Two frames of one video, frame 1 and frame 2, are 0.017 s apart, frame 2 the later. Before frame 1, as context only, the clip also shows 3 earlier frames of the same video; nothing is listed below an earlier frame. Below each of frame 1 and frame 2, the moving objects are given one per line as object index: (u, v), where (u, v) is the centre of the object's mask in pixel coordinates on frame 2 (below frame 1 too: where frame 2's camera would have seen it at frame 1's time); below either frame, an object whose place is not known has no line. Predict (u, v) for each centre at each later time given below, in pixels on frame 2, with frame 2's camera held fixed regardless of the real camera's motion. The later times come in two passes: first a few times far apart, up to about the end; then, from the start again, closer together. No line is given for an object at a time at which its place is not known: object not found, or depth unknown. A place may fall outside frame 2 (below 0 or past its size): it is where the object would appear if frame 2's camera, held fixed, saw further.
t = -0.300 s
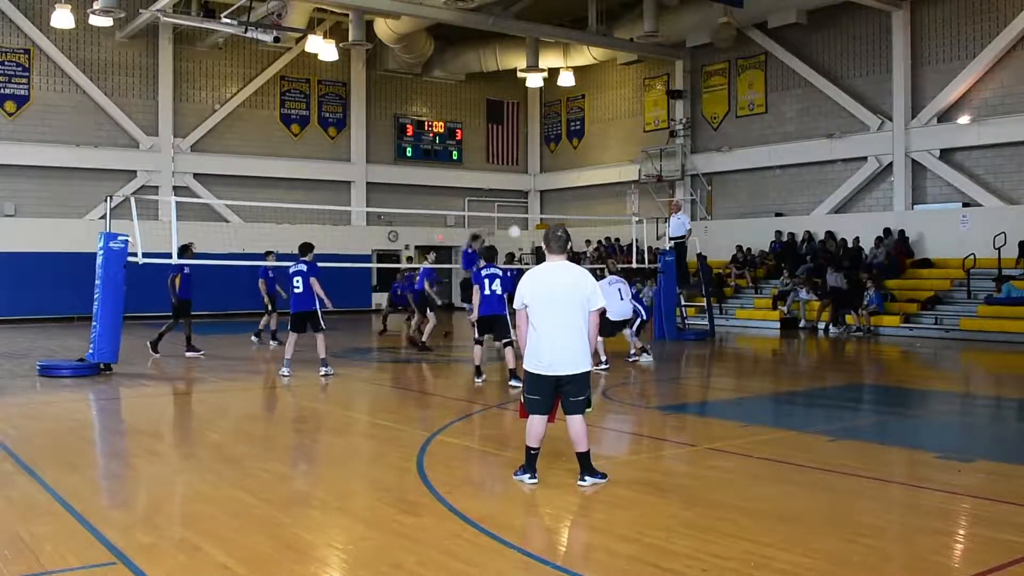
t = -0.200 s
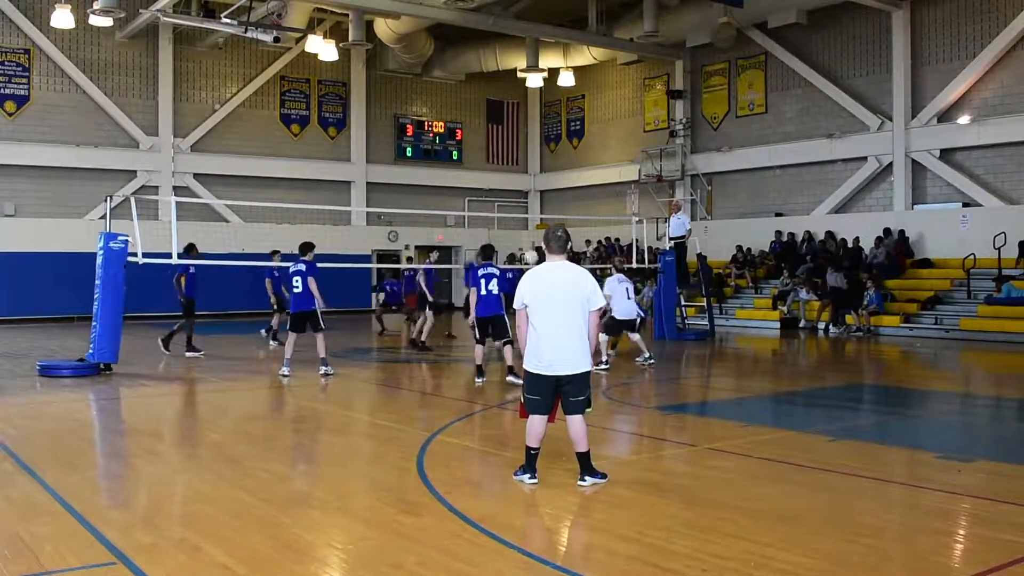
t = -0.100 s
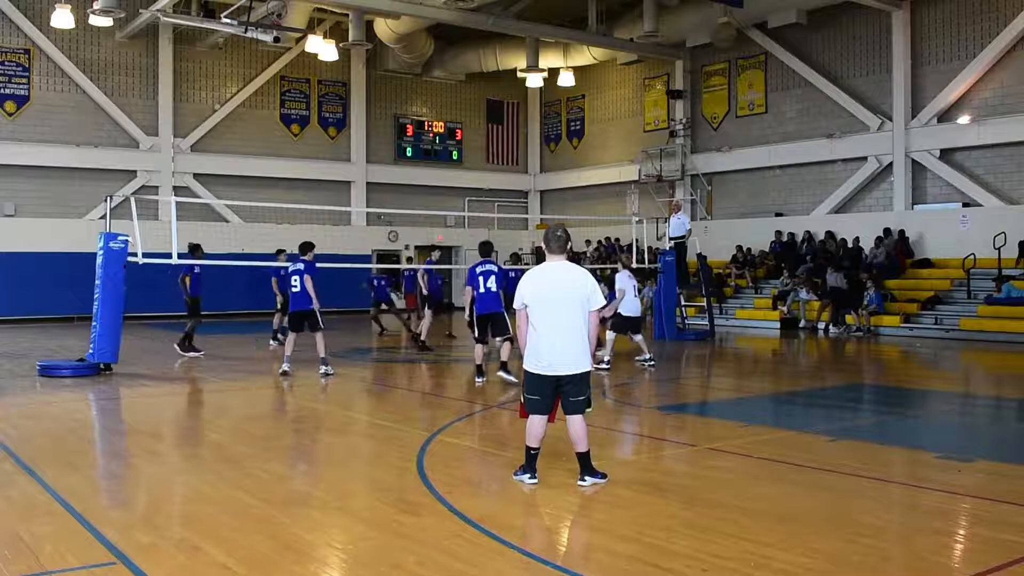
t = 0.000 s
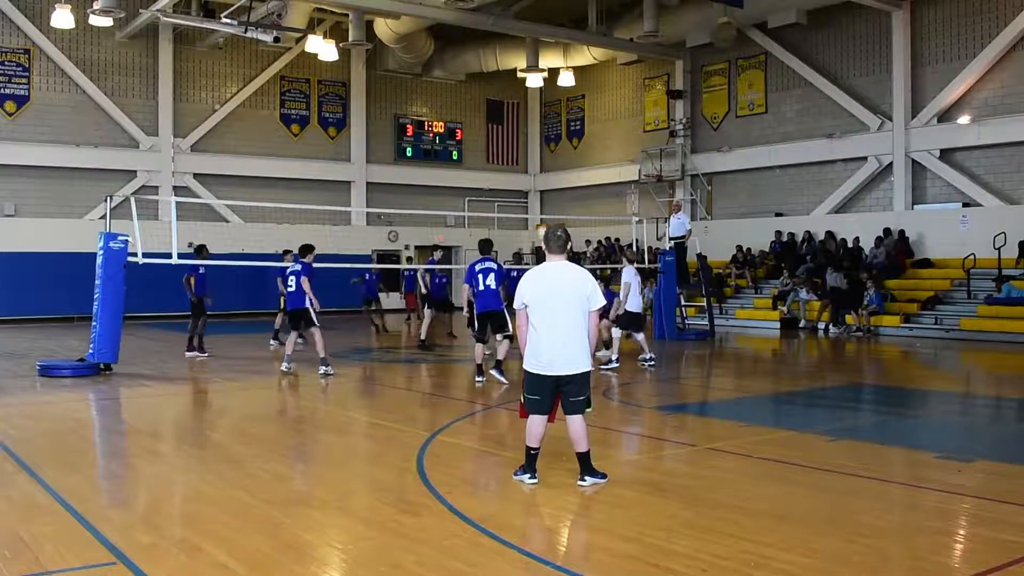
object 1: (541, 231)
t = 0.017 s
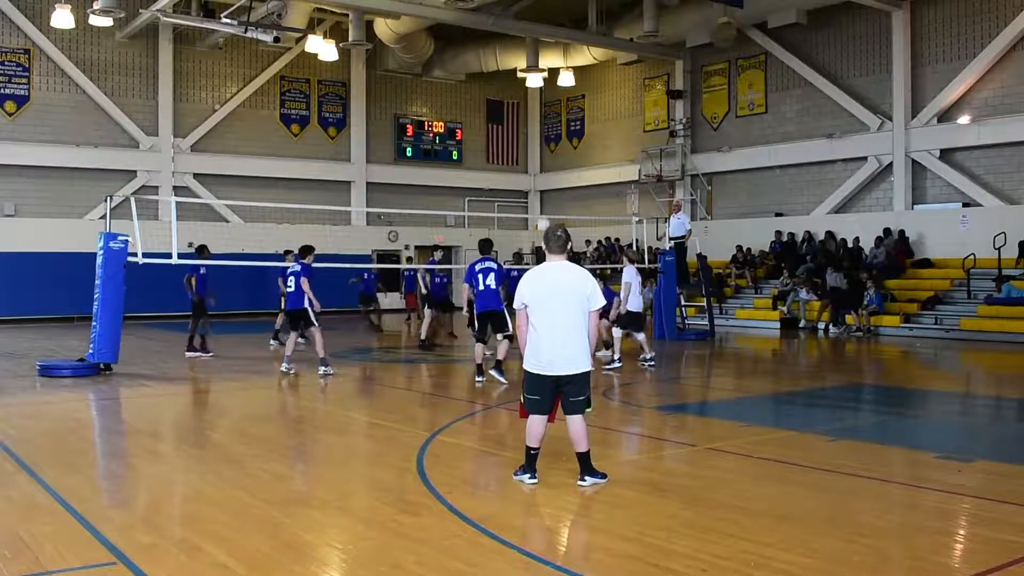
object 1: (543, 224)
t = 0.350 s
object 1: (527, 87)
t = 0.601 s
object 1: (515, 25)
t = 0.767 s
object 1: (508, 6)
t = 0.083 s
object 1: (540, 192)
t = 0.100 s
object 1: (539, 185)
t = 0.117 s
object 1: (538, 178)
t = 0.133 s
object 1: (537, 170)
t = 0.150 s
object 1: (537, 162)
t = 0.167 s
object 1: (536, 155)
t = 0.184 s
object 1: (535, 148)
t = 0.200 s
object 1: (534, 140)
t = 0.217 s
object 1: (534, 134)
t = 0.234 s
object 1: (533, 127)
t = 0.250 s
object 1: (532, 121)
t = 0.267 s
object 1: (531, 115)
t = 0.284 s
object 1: (530, 109)
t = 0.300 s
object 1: (530, 103)
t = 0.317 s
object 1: (529, 97)
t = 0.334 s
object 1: (527, 93)
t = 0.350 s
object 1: (527, 87)
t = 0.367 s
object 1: (525, 82)
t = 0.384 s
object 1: (523, 76)
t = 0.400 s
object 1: (522, 73)
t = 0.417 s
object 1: (523, 65)
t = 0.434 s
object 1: (523, 62)
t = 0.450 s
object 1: (523, 57)
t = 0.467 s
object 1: (522, 53)
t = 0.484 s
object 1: (520, 49)
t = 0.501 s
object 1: (520, 45)
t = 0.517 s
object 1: (519, 41)
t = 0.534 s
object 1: (518, 38)
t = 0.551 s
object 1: (518, 35)
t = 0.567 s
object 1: (517, 32)
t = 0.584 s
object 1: (516, 28)
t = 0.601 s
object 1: (515, 25)
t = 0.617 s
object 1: (514, 23)
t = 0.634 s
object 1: (514, 20)
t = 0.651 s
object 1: (513, 18)
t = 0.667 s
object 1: (512, 16)
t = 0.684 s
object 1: (511, 13)
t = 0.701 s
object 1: (511, 12)
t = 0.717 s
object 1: (510, 10)
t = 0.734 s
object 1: (509, 8)
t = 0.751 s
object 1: (508, 7)
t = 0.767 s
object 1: (508, 6)
